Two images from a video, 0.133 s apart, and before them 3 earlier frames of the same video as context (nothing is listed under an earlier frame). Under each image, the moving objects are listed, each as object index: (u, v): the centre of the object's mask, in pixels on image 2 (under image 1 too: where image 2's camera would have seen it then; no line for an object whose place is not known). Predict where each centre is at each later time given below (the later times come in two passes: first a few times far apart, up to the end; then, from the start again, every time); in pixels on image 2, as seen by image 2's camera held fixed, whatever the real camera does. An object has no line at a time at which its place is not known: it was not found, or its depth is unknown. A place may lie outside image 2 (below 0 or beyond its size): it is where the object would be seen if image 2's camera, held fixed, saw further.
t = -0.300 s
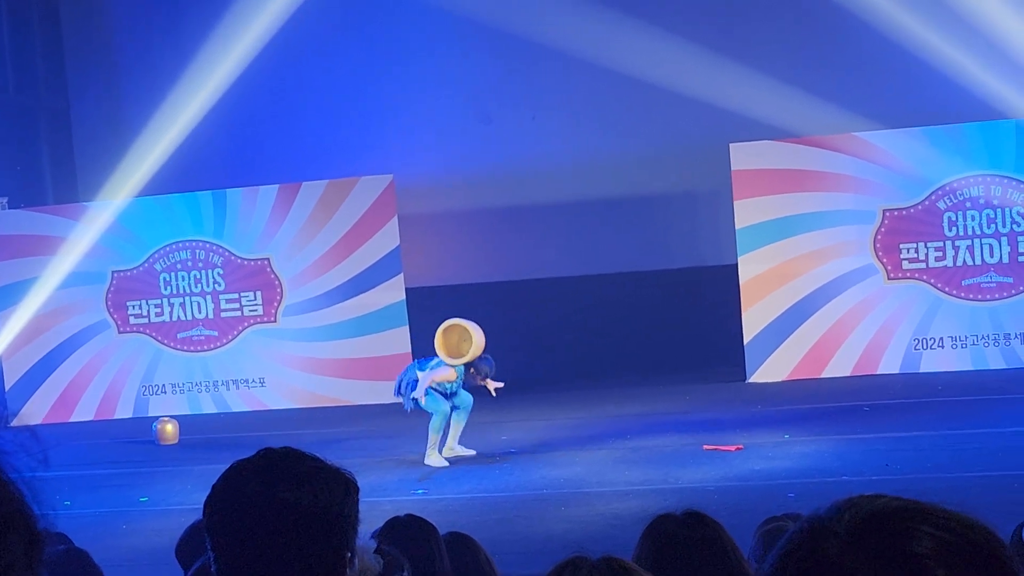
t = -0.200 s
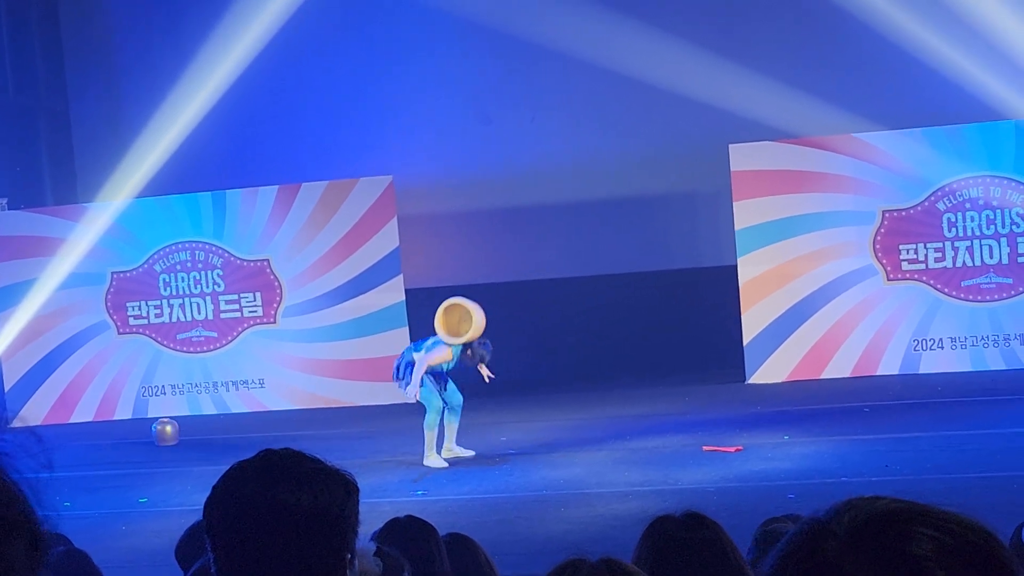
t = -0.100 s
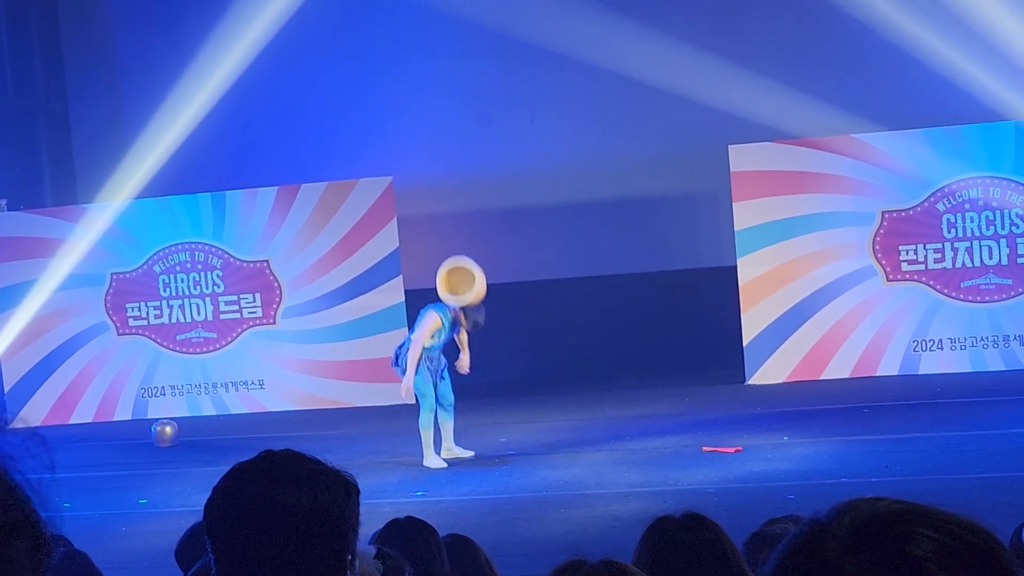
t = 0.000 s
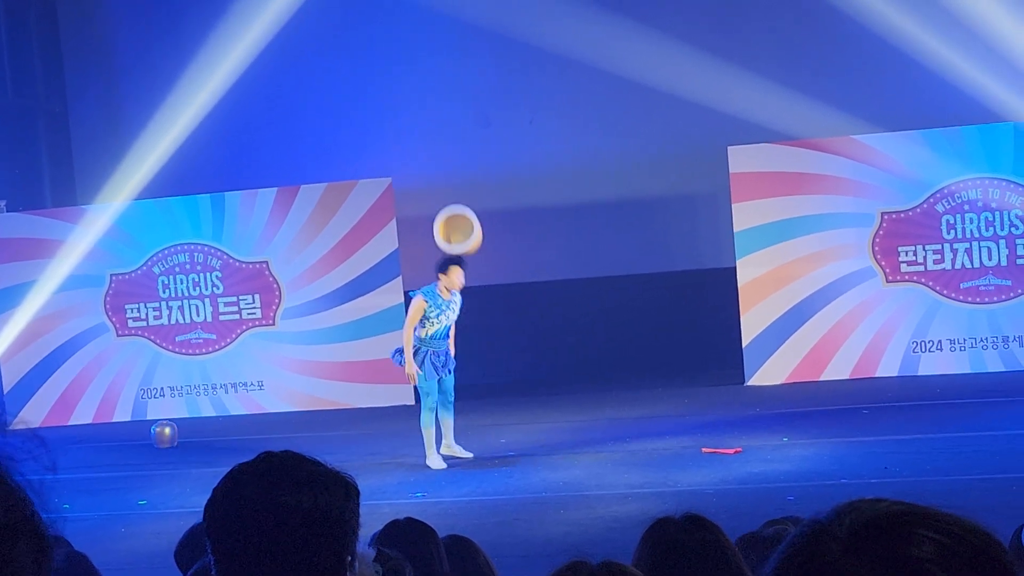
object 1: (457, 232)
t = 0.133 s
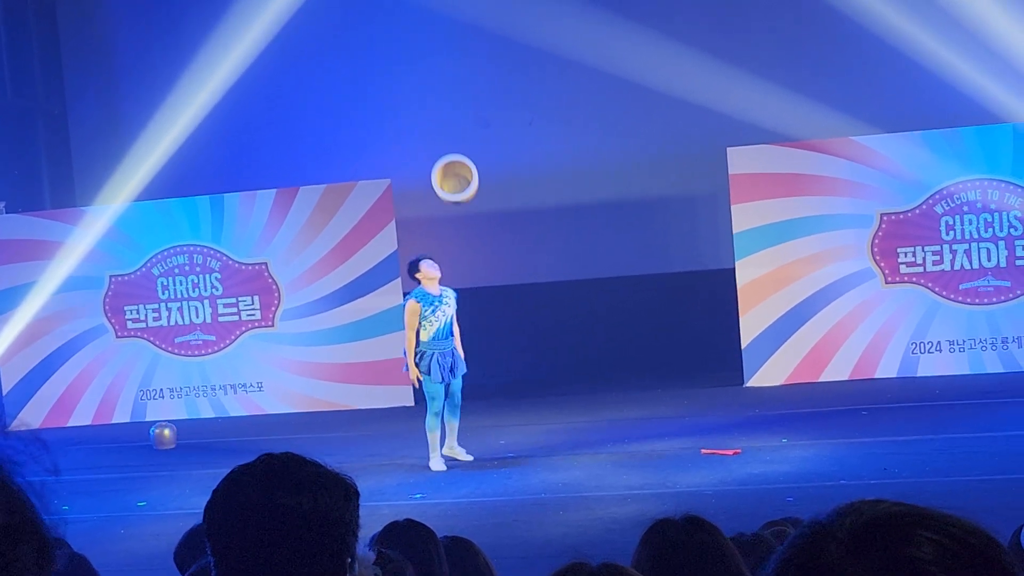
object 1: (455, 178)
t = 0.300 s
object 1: (455, 143)
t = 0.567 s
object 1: (457, 158)
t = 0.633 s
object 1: (458, 174)
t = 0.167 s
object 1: (455, 168)
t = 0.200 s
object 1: (455, 160)
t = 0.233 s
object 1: (455, 153)
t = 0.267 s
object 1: (455, 148)
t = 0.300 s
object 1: (455, 143)
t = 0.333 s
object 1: (455, 141)
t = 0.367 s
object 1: (456, 139)
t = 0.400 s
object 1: (456, 139)
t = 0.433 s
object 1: (456, 141)
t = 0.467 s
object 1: (456, 143)
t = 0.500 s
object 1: (457, 147)
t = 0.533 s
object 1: (457, 152)
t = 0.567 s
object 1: (457, 158)
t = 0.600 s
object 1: (458, 165)
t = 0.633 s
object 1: (458, 174)
